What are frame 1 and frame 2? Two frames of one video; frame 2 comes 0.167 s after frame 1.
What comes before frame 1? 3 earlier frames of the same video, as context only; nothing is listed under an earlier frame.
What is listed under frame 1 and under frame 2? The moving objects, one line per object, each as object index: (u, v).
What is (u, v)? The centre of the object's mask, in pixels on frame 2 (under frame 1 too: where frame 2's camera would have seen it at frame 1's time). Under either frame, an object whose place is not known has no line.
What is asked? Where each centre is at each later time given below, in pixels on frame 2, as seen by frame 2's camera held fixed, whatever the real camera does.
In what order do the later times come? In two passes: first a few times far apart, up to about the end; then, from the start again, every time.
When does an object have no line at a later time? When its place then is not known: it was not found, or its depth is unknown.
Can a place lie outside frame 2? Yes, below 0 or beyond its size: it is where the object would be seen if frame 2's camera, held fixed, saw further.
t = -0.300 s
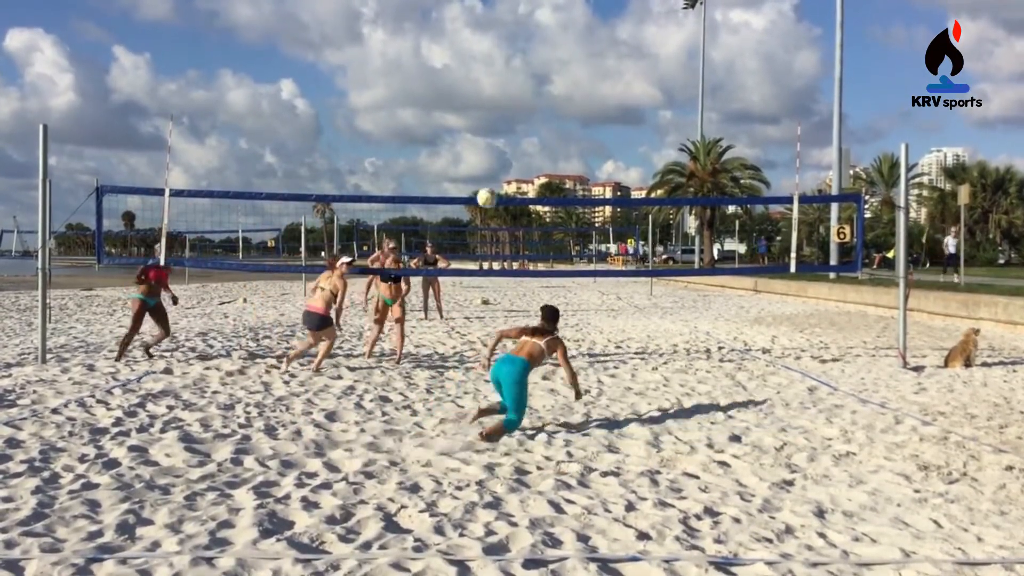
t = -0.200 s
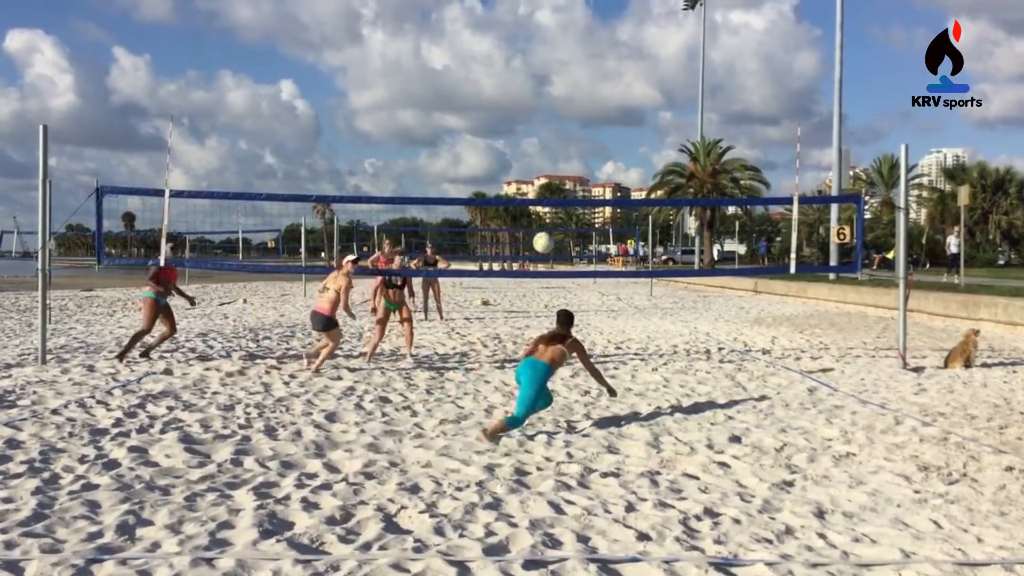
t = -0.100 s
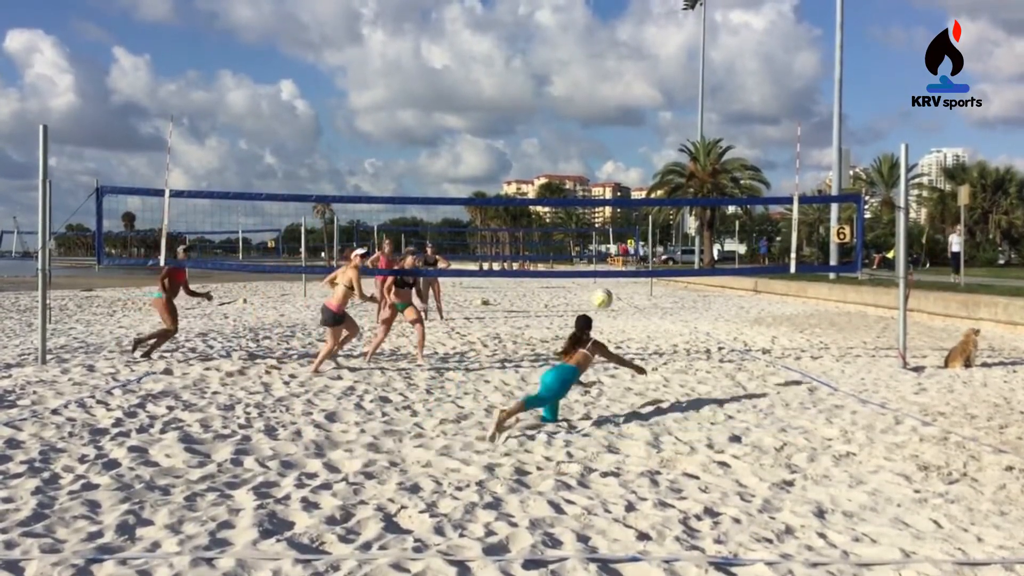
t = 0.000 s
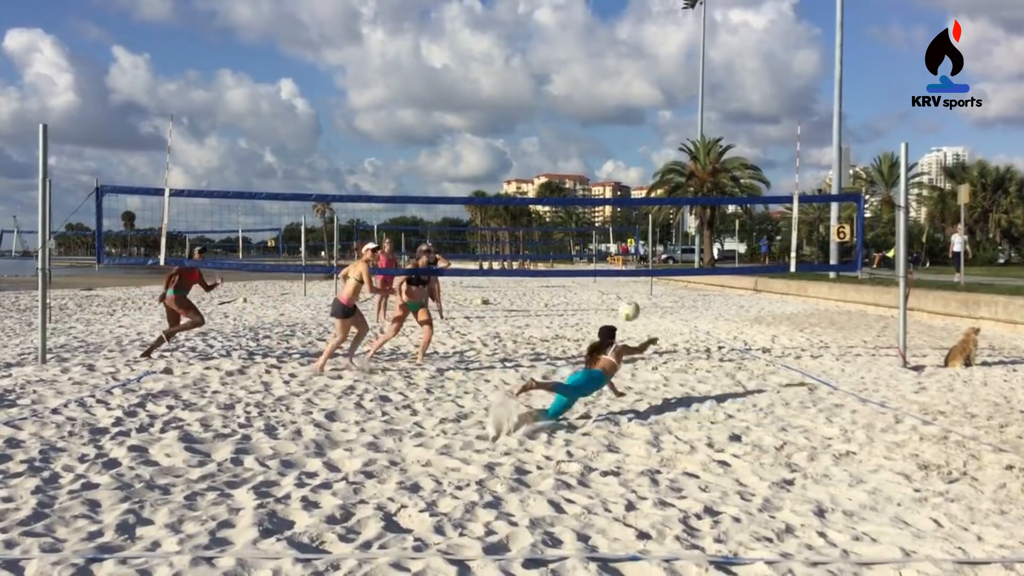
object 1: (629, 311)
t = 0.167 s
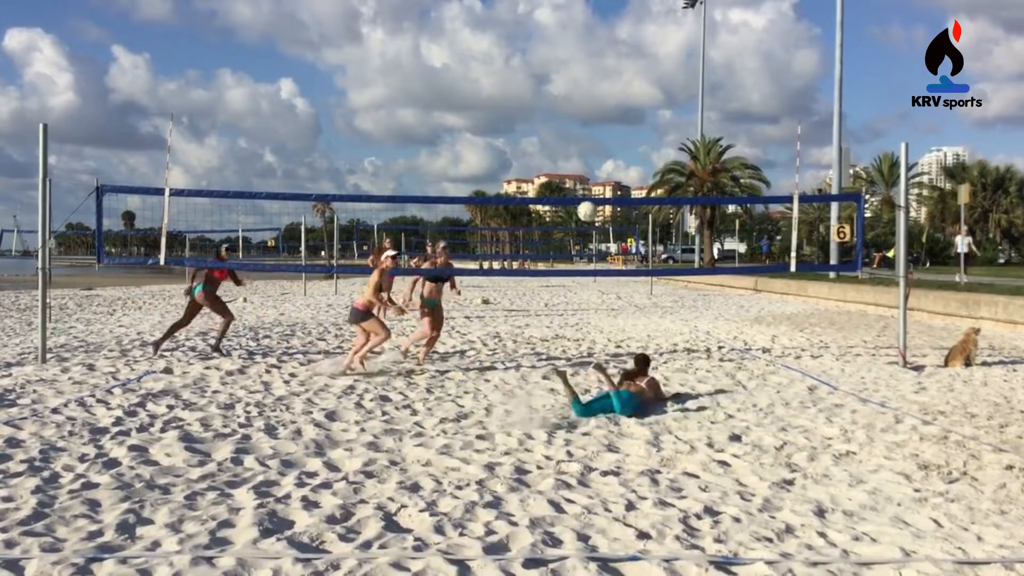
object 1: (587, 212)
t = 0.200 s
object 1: (579, 195)
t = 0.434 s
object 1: (528, 117)
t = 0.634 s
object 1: (488, 91)
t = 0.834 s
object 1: (451, 96)
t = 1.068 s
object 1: (411, 137)
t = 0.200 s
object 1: (579, 195)
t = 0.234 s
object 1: (571, 182)
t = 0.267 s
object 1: (564, 167)
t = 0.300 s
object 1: (556, 155)
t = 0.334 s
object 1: (549, 144)
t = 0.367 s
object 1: (542, 134)
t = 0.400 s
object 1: (534, 126)
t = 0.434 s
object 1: (528, 117)
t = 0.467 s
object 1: (521, 111)
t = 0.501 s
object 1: (514, 105)
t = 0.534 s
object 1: (507, 100)
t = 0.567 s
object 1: (501, 96)
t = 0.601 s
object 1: (495, 93)
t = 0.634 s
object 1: (488, 91)
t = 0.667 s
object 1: (482, 90)
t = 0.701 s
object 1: (475, 90)
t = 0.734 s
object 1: (469, 90)
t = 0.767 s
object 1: (463, 92)
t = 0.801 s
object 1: (457, 93)
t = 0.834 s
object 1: (451, 96)
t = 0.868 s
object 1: (445, 100)
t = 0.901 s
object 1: (439, 104)
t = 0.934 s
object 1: (434, 110)
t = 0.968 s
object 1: (428, 116)
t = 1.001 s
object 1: (422, 122)
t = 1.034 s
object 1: (417, 129)
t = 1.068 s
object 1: (411, 137)
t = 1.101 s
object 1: (406, 145)
